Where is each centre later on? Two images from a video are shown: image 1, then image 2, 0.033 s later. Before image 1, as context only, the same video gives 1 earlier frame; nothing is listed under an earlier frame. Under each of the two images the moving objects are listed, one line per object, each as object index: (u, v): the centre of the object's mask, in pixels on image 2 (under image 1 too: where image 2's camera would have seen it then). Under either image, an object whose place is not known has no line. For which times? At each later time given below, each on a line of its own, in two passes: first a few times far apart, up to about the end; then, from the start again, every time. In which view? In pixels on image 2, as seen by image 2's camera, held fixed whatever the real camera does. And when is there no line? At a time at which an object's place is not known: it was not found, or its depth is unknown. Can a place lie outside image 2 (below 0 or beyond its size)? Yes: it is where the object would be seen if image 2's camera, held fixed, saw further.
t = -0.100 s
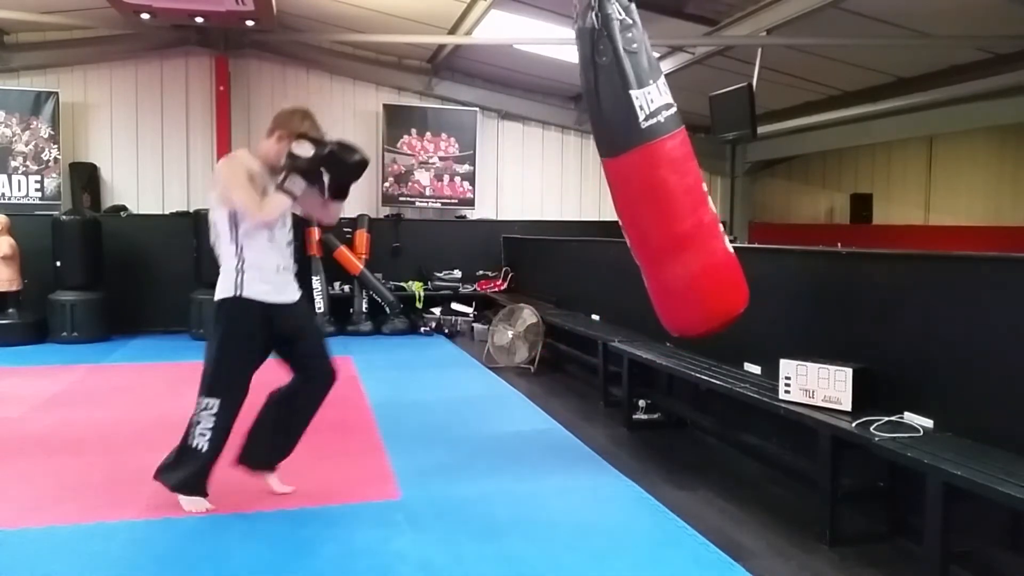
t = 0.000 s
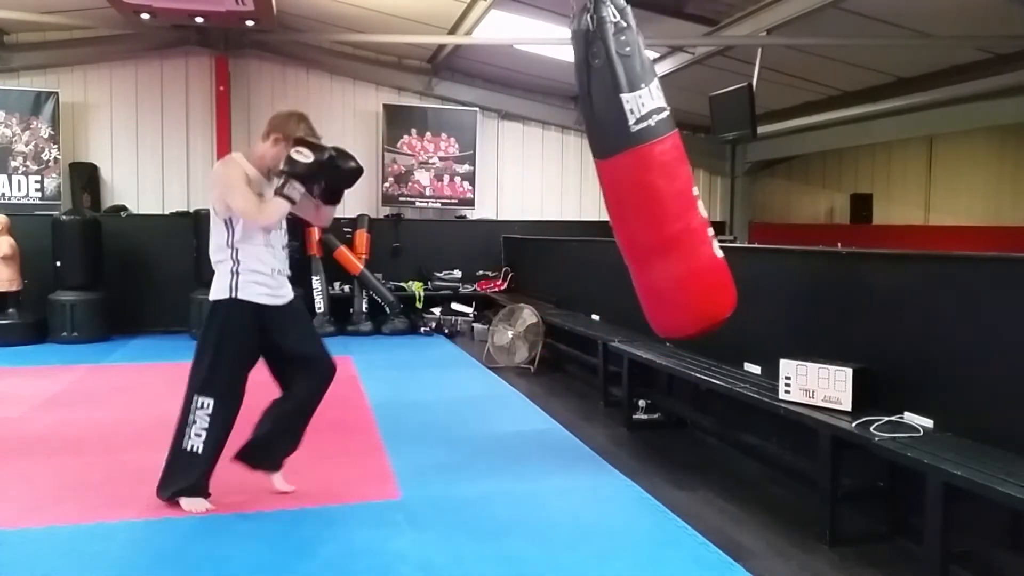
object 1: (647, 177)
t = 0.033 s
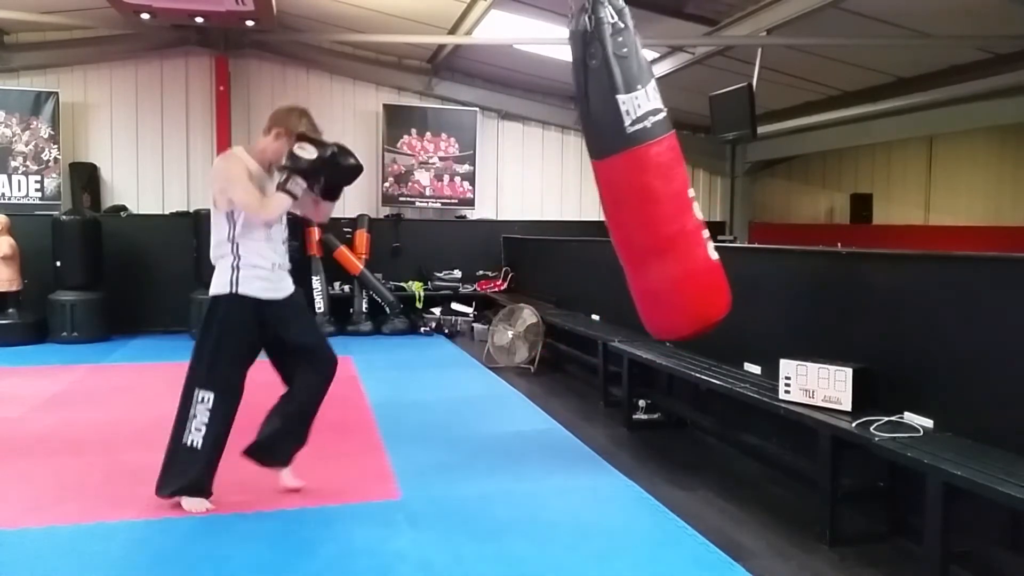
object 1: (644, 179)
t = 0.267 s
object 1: (605, 186)
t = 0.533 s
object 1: (548, 186)
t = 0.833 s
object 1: (494, 178)
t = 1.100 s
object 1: (479, 175)
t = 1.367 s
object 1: (505, 183)
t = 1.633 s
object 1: (561, 189)
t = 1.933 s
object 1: (625, 184)
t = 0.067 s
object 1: (639, 179)
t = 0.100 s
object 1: (635, 181)
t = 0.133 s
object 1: (630, 182)
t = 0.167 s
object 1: (624, 183)
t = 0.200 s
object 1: (618, 183)
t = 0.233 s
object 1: (612, 185)
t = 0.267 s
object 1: (605, 186)
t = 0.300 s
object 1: (599, 187)
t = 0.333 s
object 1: (591, 187)
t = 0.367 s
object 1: (584, 188)
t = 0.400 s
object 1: (577, 188)
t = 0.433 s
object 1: (570, 187)
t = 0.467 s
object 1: (563, 187)
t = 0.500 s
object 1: (555, 187)
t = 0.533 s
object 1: (548, 186)
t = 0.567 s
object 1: (541, 186)
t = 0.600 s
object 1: (534, 185)
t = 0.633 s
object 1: (527, 184)
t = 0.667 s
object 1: (521, 182)
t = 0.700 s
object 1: (515, 182)
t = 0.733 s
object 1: (509, 181)
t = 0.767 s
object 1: (504, 179)
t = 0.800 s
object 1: (498, 178)
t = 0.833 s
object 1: (494, 178)
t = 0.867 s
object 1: (490, 177)
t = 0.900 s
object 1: (487, 176)
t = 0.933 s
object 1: (484, 176)
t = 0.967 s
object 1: (482, 175)
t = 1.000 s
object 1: (480, 175)
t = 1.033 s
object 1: (479, 176)
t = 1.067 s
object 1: (479, 175)
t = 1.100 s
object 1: (479, 175)
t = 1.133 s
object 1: (480, 175)
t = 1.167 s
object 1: (482, 176)
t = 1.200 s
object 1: (484, 177)
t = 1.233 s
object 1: (487, 178)
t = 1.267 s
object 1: (491, 179)
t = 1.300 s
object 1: (495, 180)
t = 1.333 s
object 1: (500, 181)
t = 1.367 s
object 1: (505, 183)
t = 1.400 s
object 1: (511, 184)
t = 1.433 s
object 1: (517, 186)
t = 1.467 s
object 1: (524, 186)
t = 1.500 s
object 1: (531, 188)
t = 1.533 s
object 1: (538, 188)
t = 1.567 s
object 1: (545, 190)
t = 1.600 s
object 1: (554, 189)
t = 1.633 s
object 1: (561, 189)
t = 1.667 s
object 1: (569, 190)
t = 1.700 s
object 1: (577, 189)
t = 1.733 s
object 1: (584, 190)
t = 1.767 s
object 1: (592, 189)
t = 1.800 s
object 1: (599, 189)
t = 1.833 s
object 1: (606, 187)
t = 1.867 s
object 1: (613, 186)
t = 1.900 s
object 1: (619, 185)
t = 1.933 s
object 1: (625, 184)
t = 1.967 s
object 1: (630, 182)
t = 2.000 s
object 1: (635, 180)
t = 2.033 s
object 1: (639, 179)
